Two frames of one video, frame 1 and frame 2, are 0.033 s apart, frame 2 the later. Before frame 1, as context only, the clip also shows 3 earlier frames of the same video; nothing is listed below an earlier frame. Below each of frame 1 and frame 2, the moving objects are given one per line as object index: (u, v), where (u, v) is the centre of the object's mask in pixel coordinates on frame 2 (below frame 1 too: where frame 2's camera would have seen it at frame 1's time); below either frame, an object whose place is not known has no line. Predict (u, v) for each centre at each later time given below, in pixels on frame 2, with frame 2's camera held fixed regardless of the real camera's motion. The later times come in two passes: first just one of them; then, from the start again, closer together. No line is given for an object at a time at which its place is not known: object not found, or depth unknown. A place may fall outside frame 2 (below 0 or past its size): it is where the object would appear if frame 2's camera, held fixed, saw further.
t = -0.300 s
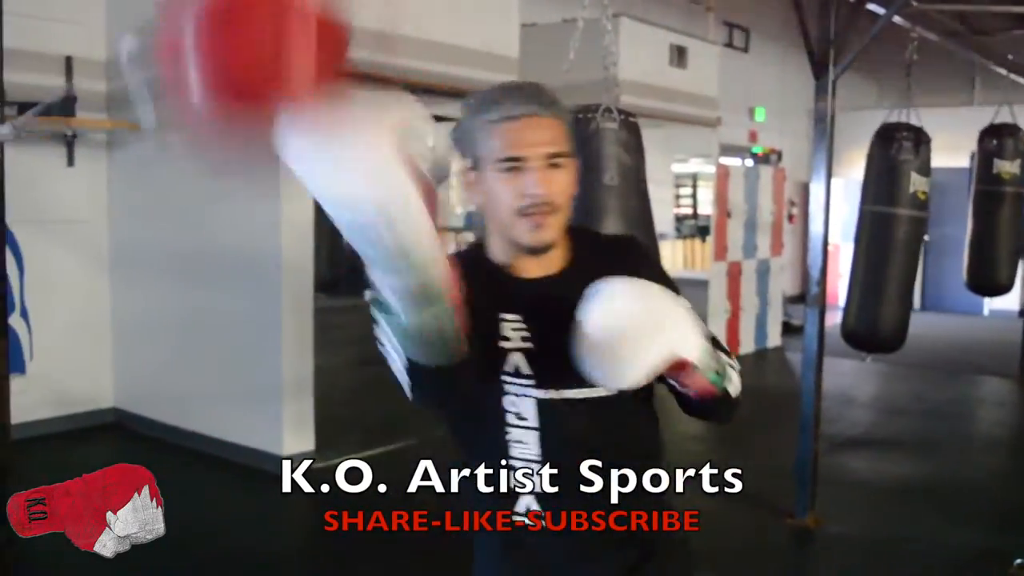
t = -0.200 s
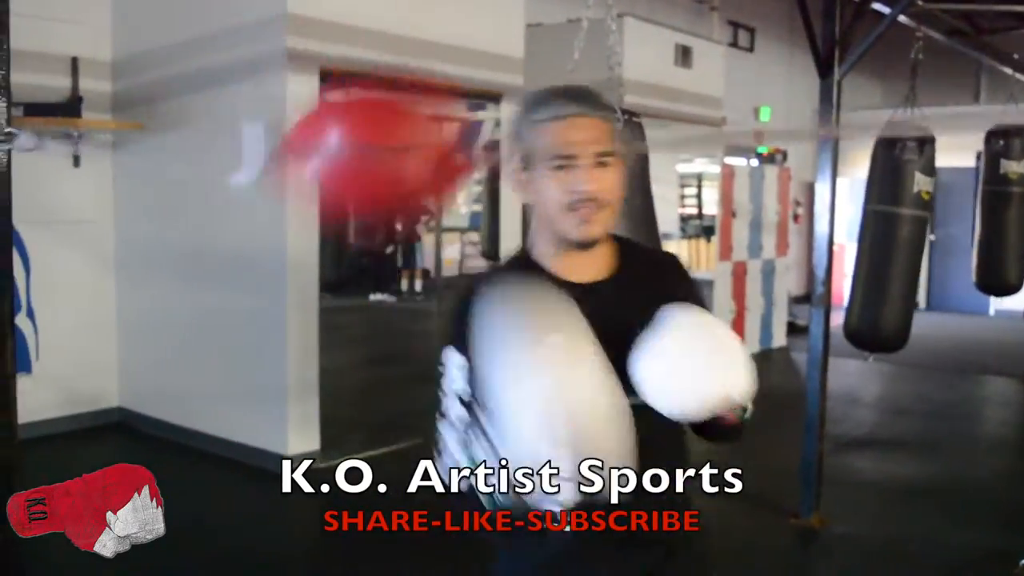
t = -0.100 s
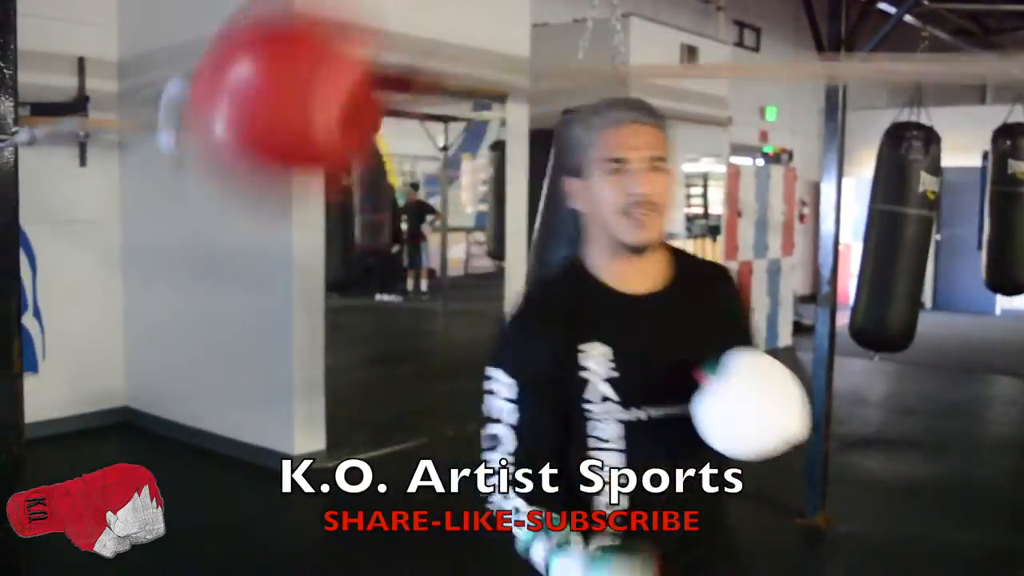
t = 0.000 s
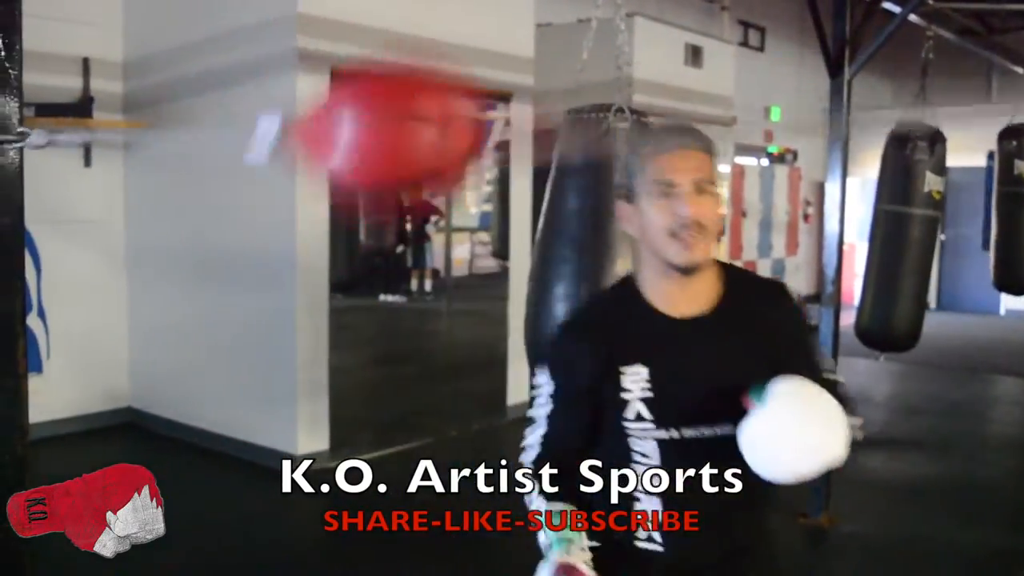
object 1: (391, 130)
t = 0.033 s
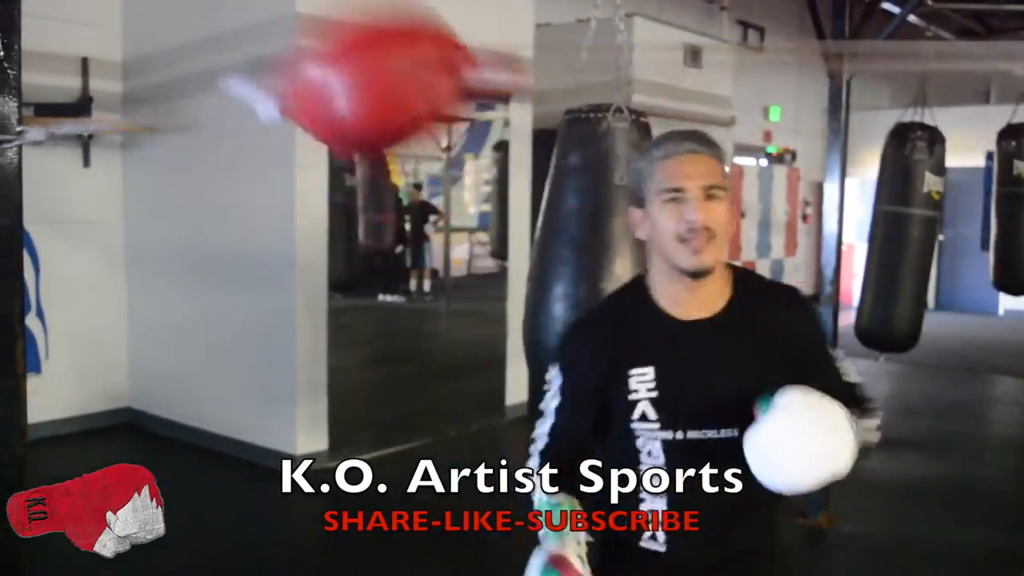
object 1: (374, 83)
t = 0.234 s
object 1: (368, 74)
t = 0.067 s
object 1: (326, 70)
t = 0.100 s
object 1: (280, 116)
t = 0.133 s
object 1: (320, 178)
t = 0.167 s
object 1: (367, 170)
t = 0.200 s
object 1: (391, 119)
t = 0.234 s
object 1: (368, 74)
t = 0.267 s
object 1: (322, 73)
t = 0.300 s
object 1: (282, 130)
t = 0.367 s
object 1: (372, 160)
